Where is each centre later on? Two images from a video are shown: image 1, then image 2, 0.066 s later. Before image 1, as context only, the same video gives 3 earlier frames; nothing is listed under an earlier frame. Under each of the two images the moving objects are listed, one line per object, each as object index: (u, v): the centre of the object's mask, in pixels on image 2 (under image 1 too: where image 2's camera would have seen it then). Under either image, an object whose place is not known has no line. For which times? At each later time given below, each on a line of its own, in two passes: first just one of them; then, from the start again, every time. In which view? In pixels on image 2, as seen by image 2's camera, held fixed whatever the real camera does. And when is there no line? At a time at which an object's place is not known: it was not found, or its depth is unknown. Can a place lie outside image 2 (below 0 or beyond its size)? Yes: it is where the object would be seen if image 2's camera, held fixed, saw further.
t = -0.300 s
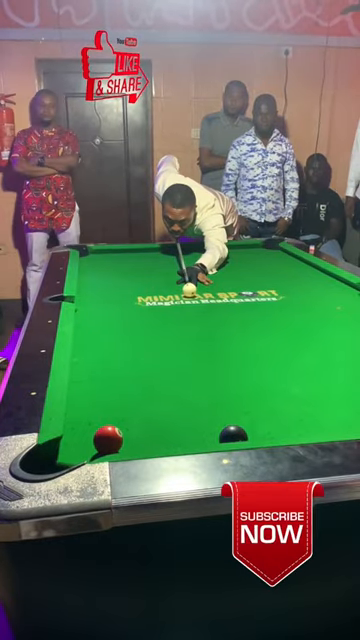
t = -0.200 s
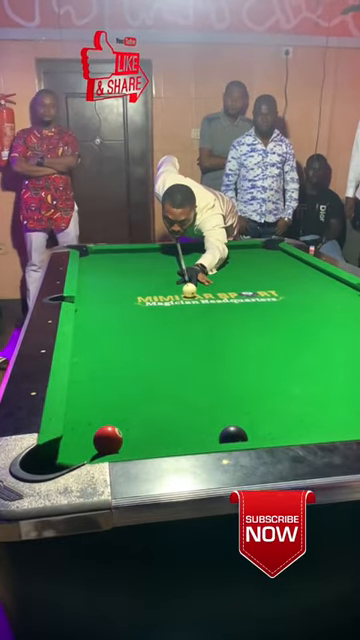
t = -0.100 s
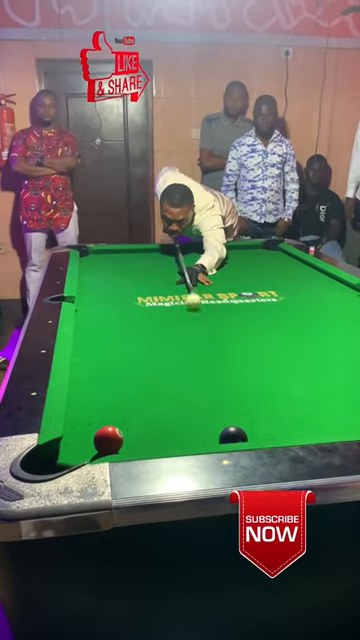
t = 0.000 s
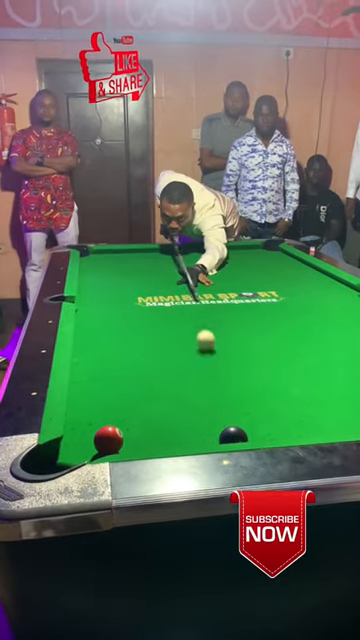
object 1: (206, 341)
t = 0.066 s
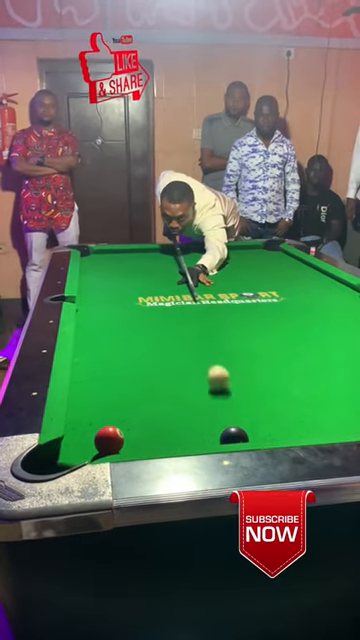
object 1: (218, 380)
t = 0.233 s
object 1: (268, 396)
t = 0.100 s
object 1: (226, 402)
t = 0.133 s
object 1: (236, 424)
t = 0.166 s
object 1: (247, 414)
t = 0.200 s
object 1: (258, 405)
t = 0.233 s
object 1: (268, 396)
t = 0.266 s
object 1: (277, 388)
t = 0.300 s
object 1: (285, 381)
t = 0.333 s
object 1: (293, 375)
